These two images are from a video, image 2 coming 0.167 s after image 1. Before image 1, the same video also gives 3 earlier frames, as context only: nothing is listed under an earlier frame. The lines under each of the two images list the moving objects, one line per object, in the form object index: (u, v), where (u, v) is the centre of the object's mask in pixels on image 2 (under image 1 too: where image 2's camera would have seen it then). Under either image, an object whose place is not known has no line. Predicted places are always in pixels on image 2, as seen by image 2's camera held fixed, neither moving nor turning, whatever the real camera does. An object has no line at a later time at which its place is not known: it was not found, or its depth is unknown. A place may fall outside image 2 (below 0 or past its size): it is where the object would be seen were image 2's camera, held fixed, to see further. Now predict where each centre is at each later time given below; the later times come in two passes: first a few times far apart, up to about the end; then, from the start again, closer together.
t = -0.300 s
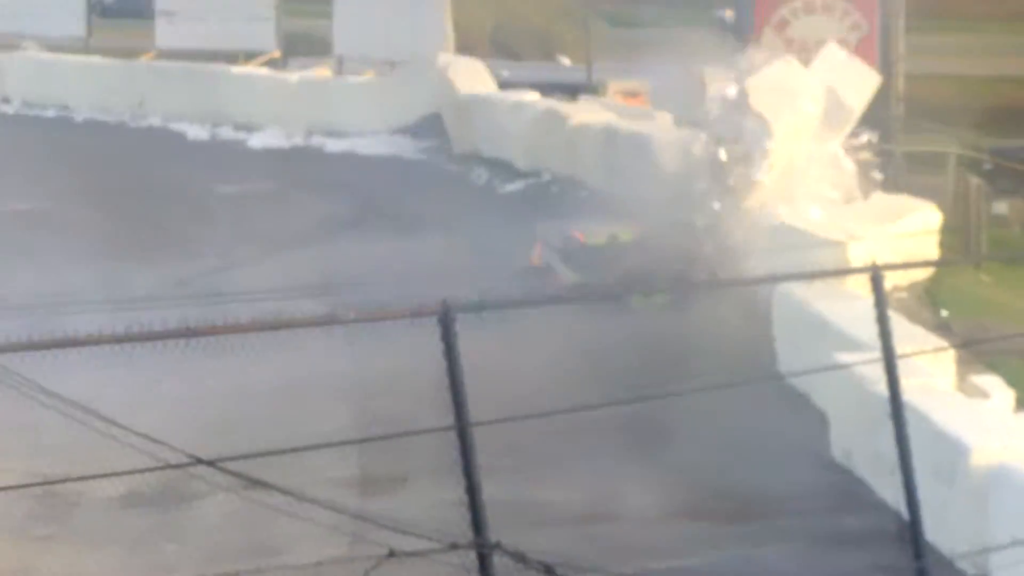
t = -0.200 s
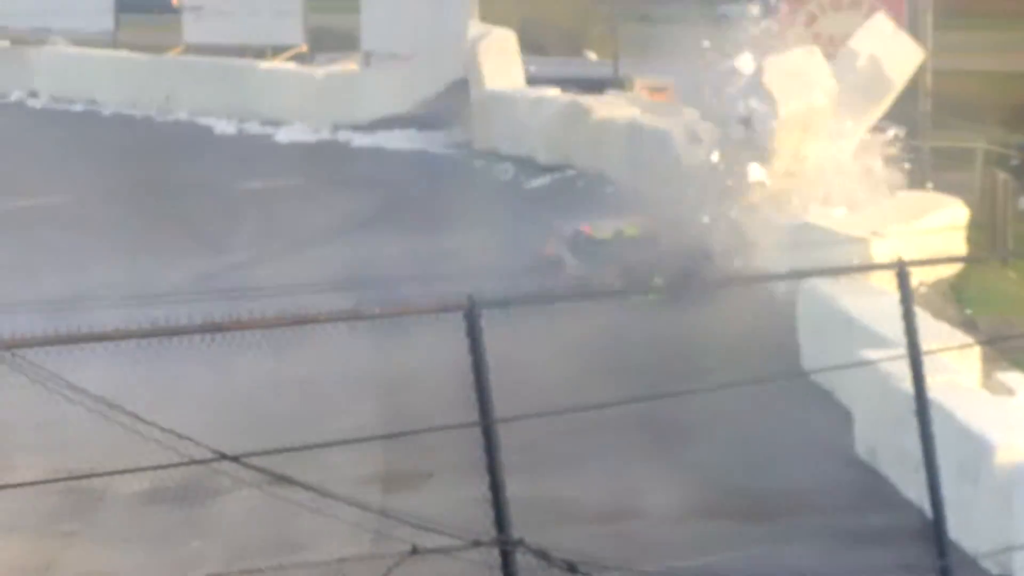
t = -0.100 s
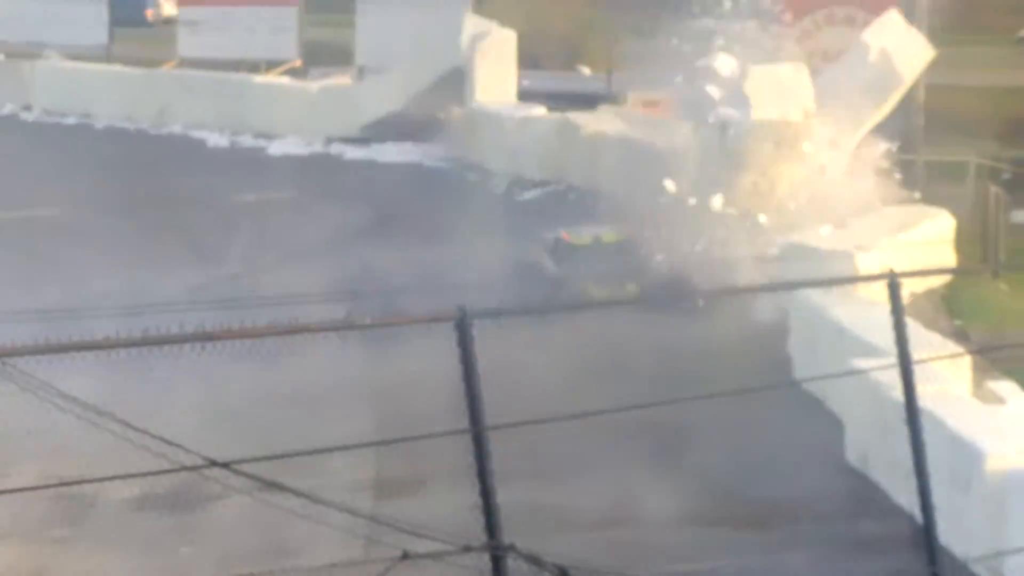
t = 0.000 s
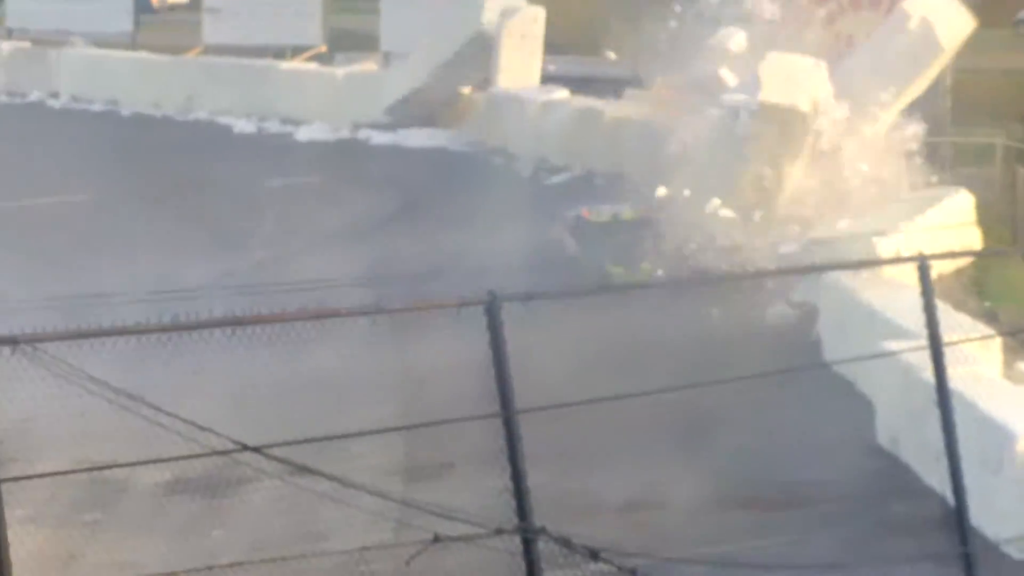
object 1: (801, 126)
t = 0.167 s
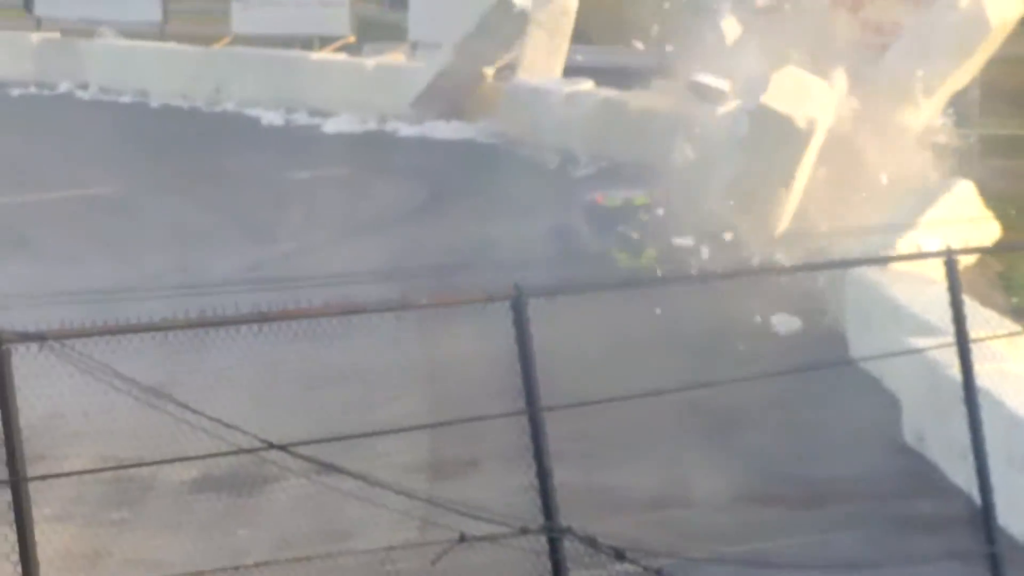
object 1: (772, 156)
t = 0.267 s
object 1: (760, 182)
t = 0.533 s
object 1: (731, 229)
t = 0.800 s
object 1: (720, 209)
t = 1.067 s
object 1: (713, 243)
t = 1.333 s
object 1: (689, 293)
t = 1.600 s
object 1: (680, 293)
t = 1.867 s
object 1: (666, 316)
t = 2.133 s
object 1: (654, 305)
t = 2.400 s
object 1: (653, 306)
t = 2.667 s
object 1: (665, 318)
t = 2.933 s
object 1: (668, 315)
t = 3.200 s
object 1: (661, 318)
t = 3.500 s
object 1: (657, 317)
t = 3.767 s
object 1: (665, 318)
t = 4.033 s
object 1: (661, 318)
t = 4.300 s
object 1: (660, 318)
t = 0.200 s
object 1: (768, 161)
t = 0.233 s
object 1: (763, 172)
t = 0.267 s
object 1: (760, 182)
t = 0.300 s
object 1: (755, 190)
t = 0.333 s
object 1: (751, 196)
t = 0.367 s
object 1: (750, 204)
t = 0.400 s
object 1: (746, 212)
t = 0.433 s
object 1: (738, 234)
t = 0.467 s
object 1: (736, 235)
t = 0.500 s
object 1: (734, 231)
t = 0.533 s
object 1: (731, 229)
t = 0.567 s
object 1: (729, 228)
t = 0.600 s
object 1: (731, 210)
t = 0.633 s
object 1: (728, 208)
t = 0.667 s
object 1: (728, 207)
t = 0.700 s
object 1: (726, 207)
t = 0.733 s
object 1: (724, 208)
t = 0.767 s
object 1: (722, 208)
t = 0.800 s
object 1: (720, 209)
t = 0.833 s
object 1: (719, 210)
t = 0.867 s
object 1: (716, 212)
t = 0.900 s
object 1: (715, 215)
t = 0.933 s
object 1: (726, 210)
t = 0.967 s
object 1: (722, 213)
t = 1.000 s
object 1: (716, 217)
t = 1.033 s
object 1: (715, 245)
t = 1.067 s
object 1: (713, 243)
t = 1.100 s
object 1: (710, 249)
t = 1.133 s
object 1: (706, 256)
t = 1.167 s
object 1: (703, 265)
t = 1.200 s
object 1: (698, 273)
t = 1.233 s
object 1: (699, 282)
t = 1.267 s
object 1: (696, 285)
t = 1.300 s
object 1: (690, 290)
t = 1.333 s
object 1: (689, 293)
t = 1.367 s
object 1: (688, 292)
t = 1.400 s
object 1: (688, 291)
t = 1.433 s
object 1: (686, 291)
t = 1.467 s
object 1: (685, 291)
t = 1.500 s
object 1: (683, 290)
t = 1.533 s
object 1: (679, 290)
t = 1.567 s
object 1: (678, 291)
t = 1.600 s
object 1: (680, 293)
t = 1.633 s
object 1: (678, 295)
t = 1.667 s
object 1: (676, 298)
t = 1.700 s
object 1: (673, 302)
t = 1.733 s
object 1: (672, 307)
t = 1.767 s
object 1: (671, 316)
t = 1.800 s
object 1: (670, 316)
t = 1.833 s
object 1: (667, 316)
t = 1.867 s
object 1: (666, 316)
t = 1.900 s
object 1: (666, 307)
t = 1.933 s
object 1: (663, 306)
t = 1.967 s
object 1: (660, 305)
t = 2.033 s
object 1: (656, 306)
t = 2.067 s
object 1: (655, 305)
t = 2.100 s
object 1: (655, 305)
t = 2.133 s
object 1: (654, 305)
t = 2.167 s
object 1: (653, 305)
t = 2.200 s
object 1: (653, 305)
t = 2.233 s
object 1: (652, 305)
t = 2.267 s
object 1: (653, 305)
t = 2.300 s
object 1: (653, 305)
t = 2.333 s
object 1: (652, 306)
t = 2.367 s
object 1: (653, 306)
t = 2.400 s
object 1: (653, 306)
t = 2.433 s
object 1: (654, 307)
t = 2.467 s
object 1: (652, 315)
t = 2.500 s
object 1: (655, 316)
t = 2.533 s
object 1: (656, 316)
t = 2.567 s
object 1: (659, 317)
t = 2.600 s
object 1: (661, 318)
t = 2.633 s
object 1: (663, 318)
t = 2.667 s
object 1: (665, 318)
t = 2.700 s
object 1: (666, 317)
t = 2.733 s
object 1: (666, 317)
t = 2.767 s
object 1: (667, 316)
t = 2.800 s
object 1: (668, 315)
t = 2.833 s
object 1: (668, 315)
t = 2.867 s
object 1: (668, 315)
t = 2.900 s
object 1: (668, 315)
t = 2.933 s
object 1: (668, 315)
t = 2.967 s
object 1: (668, 315)
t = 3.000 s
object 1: (668, 315)
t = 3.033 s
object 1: (667, 316)
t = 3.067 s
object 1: (666, 316)
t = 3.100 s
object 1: (665, 317)
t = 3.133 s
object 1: (665, 317)
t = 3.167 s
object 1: (663, 318)
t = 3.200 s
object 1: (661, 318)
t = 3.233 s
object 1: (660, 317)
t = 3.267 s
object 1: (659, 317)
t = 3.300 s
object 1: (658, 317)
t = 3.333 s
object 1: (657, 317)
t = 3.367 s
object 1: (657, 316)
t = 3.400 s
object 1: (657, 317)
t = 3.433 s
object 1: (657, 316)
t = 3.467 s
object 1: (657, 316)
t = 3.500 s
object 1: (657, 317)
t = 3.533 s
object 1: (657, 317)
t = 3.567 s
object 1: (658, 317)
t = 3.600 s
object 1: (660, 318)
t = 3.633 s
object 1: (661, 318)
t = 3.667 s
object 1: (661, 318)
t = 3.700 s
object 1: (663, 318)
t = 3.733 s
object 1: (664, 318)
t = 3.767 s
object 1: (665, 318)
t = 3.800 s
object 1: (665, 317)
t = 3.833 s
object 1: (665, 317)
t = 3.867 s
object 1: (665, 317)
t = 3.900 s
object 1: (665, 317)
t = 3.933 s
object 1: (664, 318)
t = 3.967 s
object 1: (664, 318)
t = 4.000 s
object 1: (662, 318)
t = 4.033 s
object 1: (661, 318)
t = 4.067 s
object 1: (661, 318)
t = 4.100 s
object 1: (661, 318)
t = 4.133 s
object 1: (660, 318)
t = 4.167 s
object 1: (660, 318)
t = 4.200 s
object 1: (660, 318)
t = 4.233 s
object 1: (660, 318)
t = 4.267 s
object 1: (660, 318)
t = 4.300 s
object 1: (660, 318)
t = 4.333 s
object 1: (661, 318)
